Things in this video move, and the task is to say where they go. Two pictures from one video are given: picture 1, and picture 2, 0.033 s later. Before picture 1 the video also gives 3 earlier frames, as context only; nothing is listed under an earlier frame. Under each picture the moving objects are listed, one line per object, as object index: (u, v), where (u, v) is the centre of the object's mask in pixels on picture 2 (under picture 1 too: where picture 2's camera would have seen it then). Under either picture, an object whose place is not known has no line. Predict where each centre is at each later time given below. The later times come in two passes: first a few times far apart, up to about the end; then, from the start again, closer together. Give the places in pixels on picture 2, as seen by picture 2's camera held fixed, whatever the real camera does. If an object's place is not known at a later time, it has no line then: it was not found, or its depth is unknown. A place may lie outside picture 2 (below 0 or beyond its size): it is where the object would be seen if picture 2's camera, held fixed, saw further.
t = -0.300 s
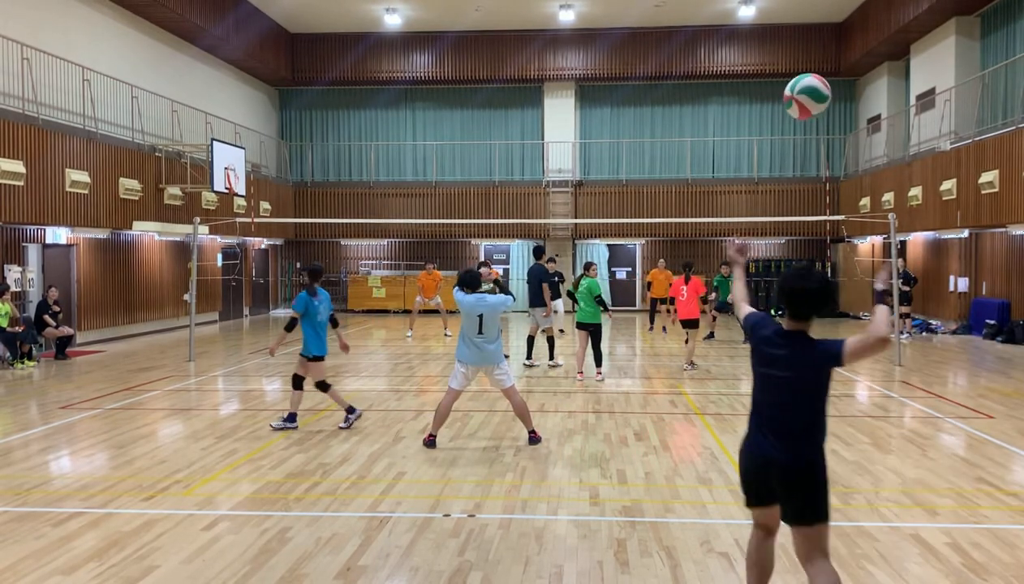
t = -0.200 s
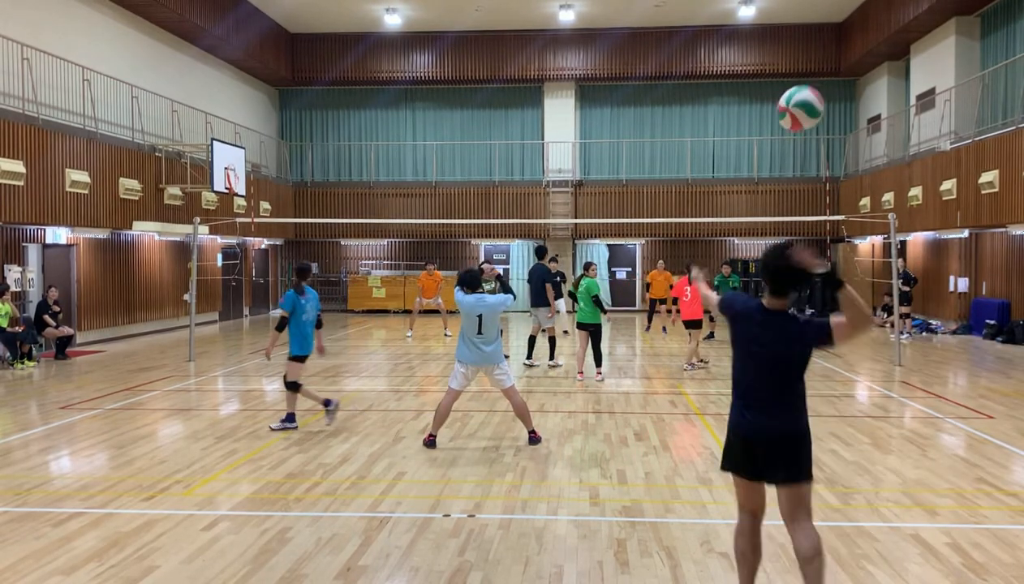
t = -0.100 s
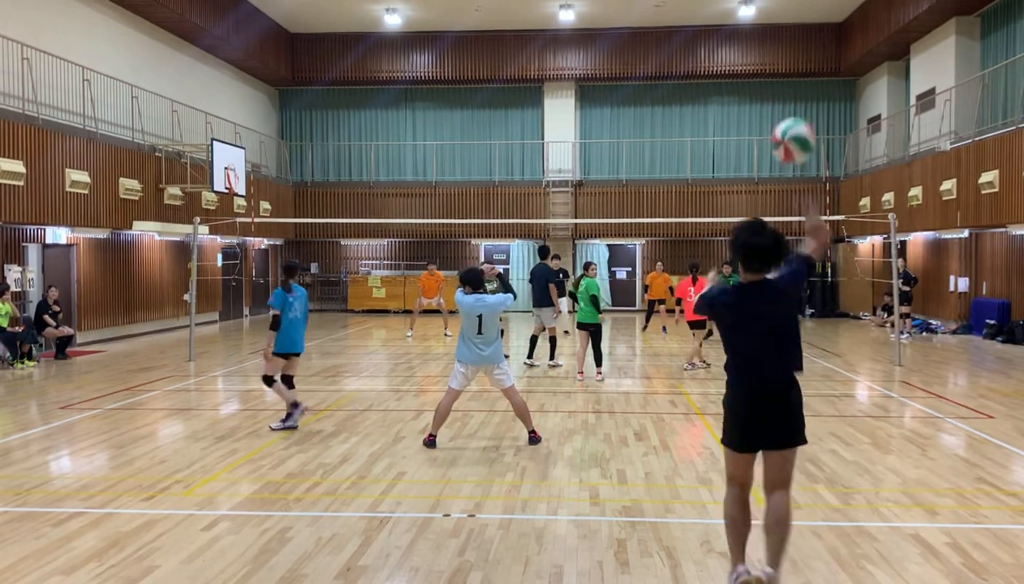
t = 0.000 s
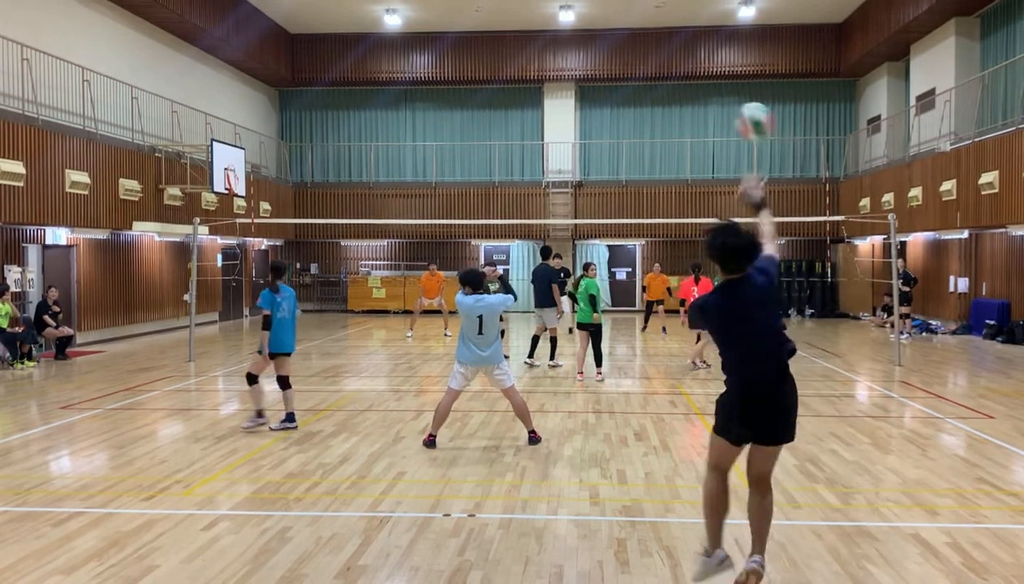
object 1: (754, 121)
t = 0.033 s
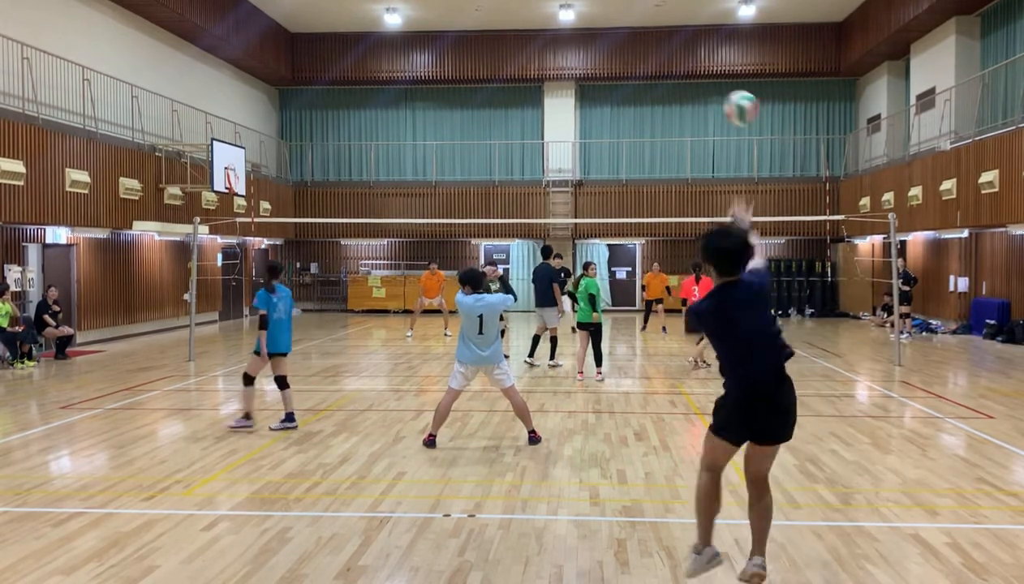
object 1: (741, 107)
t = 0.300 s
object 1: (689, 80)
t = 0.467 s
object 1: (678, 102)
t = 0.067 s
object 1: (730, 98)
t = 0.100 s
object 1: (720, 91)
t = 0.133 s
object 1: (713, 86)
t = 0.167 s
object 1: (707, 82)
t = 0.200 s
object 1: (701, 80)
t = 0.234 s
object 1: (697, 78)
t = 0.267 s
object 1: (693, 80)
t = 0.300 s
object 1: (689, 80)
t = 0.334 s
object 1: (687, 84)
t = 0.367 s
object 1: (684, 87)
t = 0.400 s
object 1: (682, 92)
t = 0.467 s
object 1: (678, 102)
